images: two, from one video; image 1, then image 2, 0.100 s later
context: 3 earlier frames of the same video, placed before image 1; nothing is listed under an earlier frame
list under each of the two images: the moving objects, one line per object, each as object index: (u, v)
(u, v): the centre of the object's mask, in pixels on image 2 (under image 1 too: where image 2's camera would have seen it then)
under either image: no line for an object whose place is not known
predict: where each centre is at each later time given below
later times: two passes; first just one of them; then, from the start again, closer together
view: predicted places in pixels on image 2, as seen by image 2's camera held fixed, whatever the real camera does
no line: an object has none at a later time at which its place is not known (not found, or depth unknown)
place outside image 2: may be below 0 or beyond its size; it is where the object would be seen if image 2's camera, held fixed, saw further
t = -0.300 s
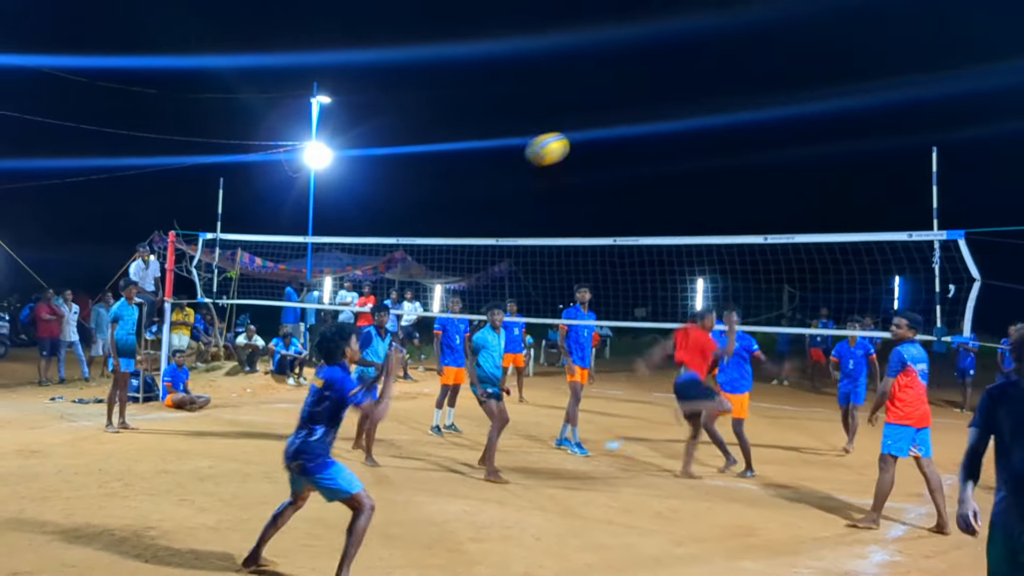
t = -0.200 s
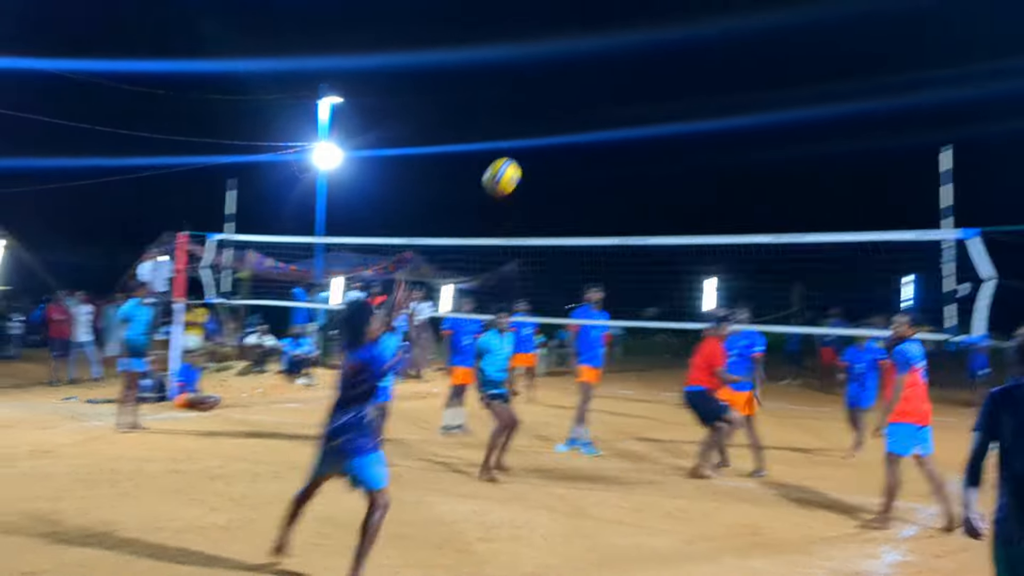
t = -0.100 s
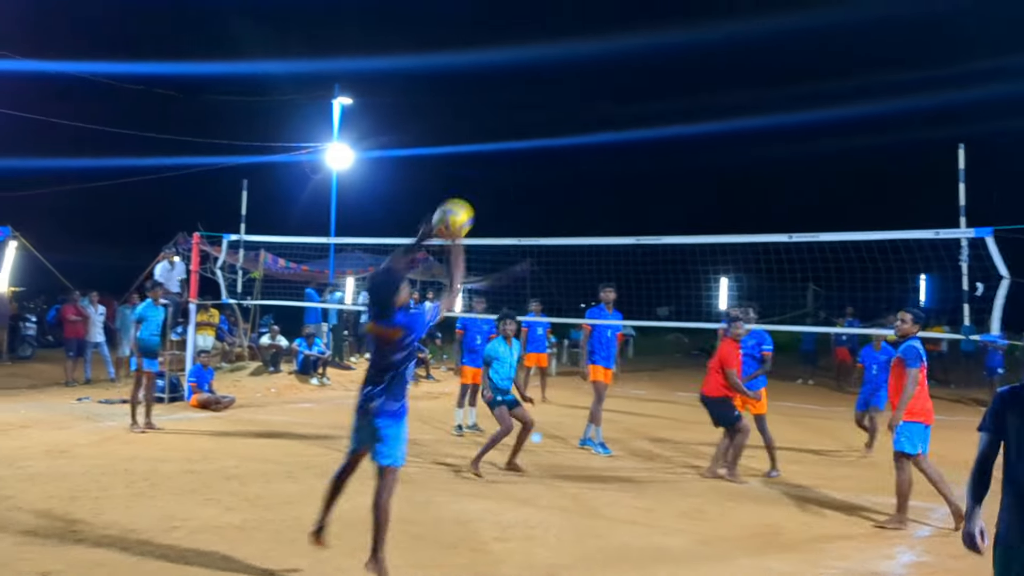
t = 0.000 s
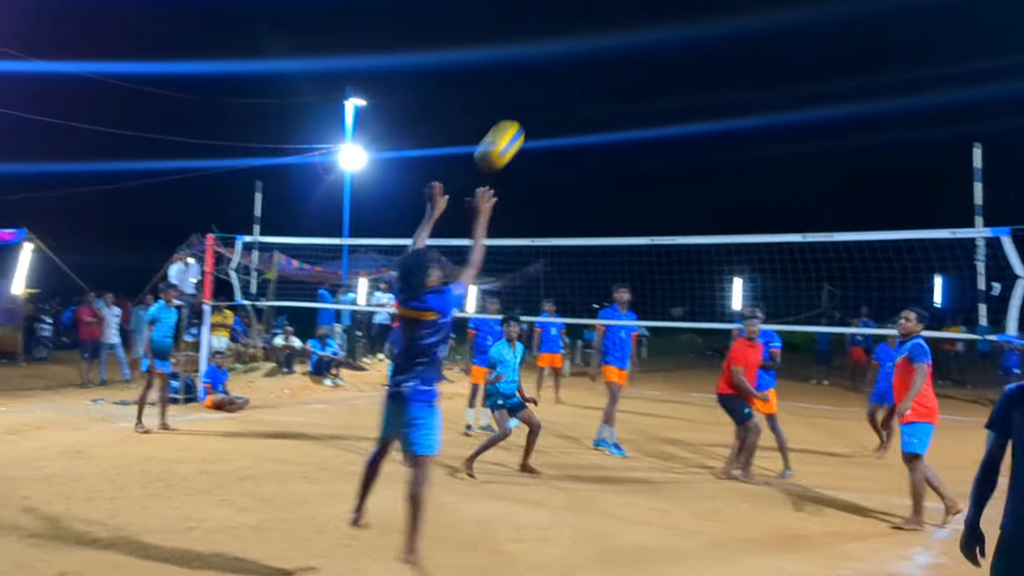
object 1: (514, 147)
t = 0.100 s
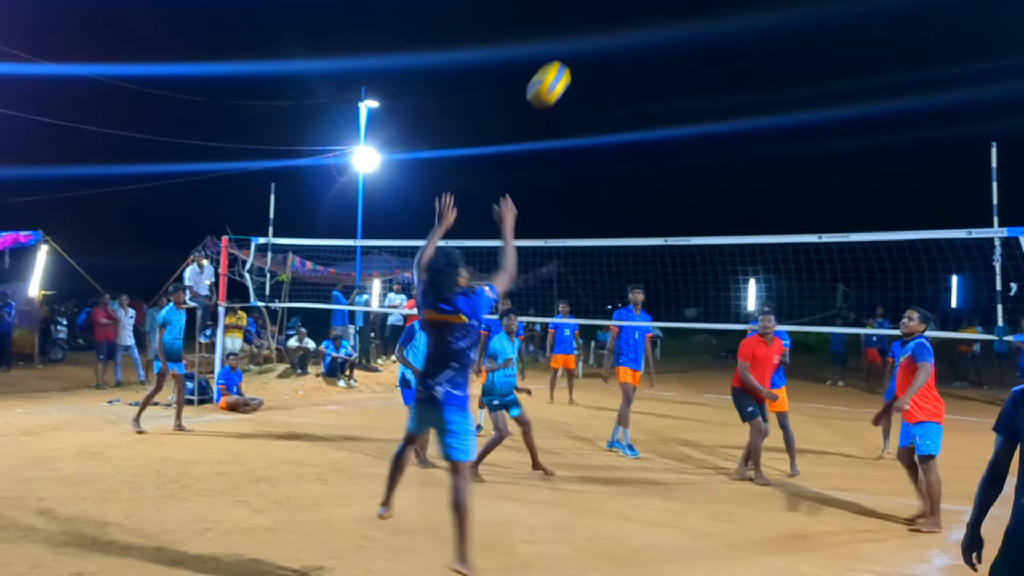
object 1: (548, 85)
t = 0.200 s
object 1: (581, 42)
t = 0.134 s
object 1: (560, 68)
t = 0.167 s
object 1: (570, 54)
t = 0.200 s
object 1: (581, 42)
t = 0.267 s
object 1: (602, 23)
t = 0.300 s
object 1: (612, 16)
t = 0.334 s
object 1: (621, 13)
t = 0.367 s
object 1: (630, 10)
